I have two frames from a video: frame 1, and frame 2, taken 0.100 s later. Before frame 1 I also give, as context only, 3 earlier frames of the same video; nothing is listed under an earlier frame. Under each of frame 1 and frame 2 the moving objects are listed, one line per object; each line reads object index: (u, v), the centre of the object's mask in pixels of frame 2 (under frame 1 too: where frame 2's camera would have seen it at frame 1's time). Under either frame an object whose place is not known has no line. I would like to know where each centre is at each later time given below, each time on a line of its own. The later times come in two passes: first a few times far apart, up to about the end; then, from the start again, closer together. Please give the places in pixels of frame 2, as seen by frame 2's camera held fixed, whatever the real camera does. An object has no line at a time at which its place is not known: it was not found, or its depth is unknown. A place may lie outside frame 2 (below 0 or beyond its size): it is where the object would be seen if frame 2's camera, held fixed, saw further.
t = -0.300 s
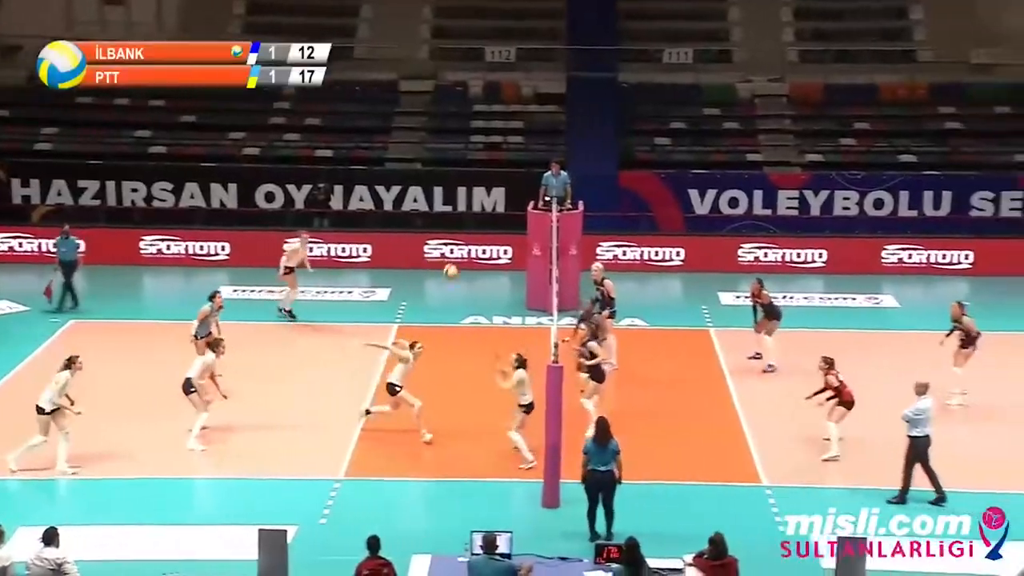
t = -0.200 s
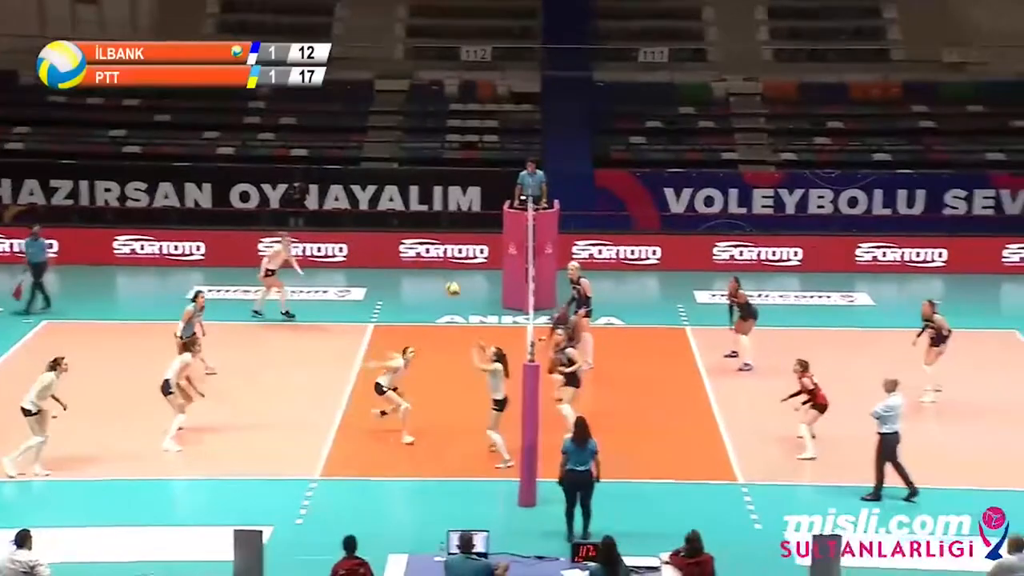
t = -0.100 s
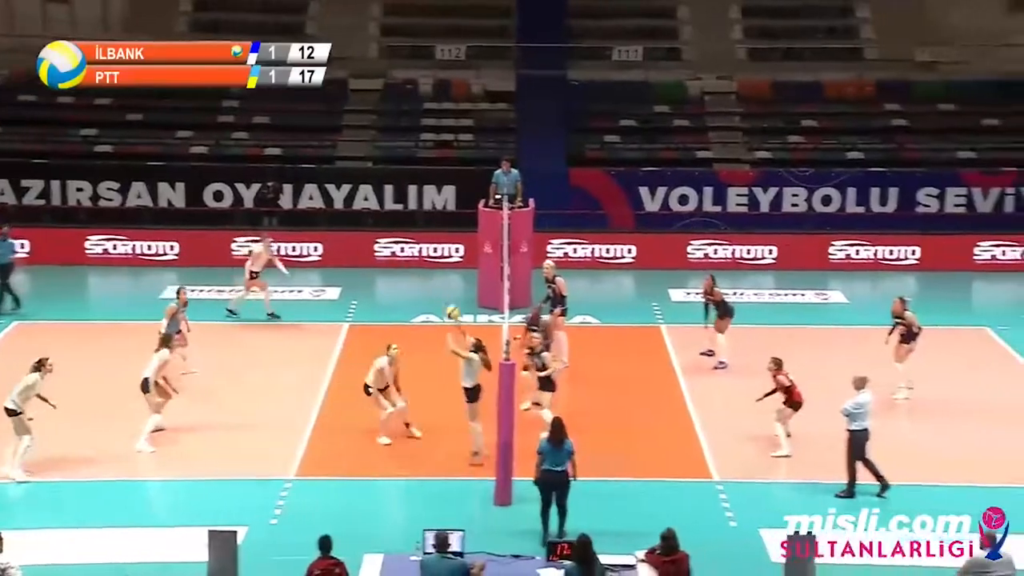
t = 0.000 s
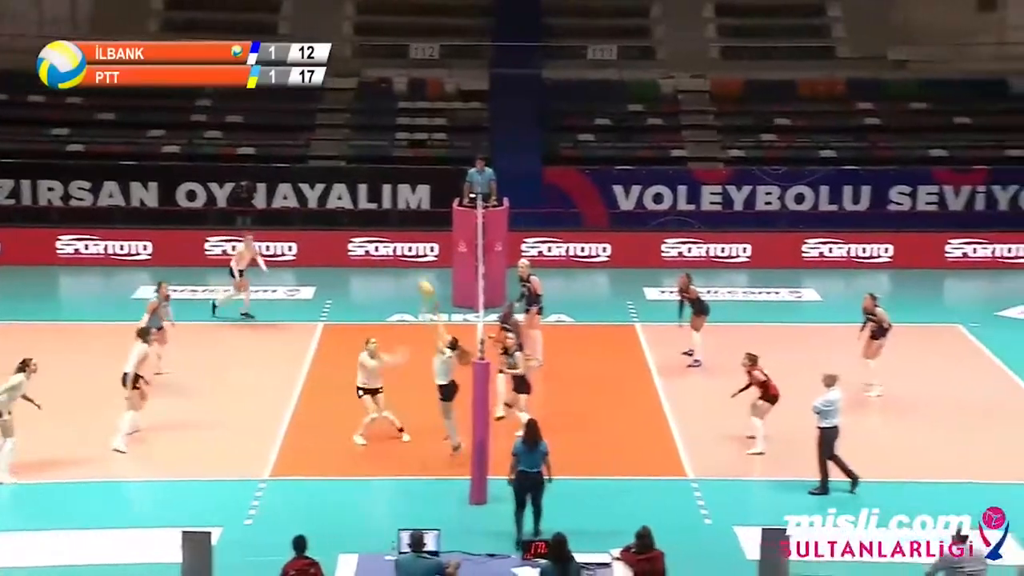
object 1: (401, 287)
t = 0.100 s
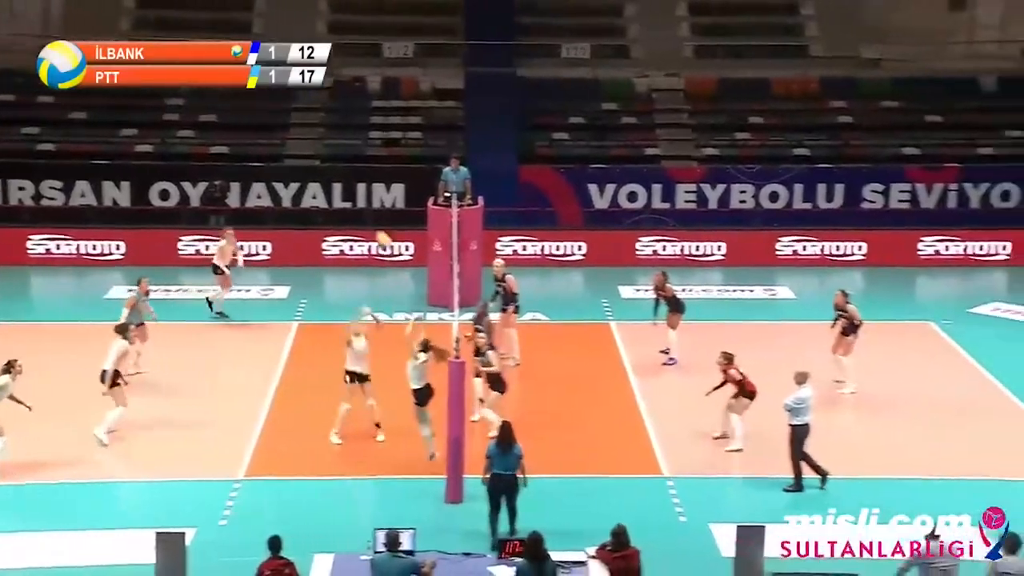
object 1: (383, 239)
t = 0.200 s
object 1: (368, 205)
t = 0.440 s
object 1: (330, 146)
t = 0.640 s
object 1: (301, 128)
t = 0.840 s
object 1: (271, 139)
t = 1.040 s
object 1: (243, 176)
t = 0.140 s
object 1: (377, 224)
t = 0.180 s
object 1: (371, 211)
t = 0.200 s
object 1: (368, 205)
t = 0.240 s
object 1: (361, 190)
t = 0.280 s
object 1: (354, 179)
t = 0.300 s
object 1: (352, 175)
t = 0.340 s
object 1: (346, 165)
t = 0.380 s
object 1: (339, 156)
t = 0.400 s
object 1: (337, 153)
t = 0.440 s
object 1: (330, 146)
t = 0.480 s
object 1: (325, 140)
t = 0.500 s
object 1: (322, 137)
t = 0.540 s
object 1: (315, 133)
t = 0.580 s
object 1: (310, 130)
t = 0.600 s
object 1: (307, 129)
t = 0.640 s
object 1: (301, 128)
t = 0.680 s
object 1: (295, 128)
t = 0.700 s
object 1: (291, 128)
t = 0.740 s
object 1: (285, 130)
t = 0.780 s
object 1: (279, 132)
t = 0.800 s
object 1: (277, 134)
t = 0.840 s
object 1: (271, 139)
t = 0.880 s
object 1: (265, 144)
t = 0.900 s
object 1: (262, 147)
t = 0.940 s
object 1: (257, 154)
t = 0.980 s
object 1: (251, 162)
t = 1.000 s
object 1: (248, 167)
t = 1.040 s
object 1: (243, 176)
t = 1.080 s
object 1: (238, 186)
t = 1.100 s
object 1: (235, 191)
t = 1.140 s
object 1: (229, 206)
